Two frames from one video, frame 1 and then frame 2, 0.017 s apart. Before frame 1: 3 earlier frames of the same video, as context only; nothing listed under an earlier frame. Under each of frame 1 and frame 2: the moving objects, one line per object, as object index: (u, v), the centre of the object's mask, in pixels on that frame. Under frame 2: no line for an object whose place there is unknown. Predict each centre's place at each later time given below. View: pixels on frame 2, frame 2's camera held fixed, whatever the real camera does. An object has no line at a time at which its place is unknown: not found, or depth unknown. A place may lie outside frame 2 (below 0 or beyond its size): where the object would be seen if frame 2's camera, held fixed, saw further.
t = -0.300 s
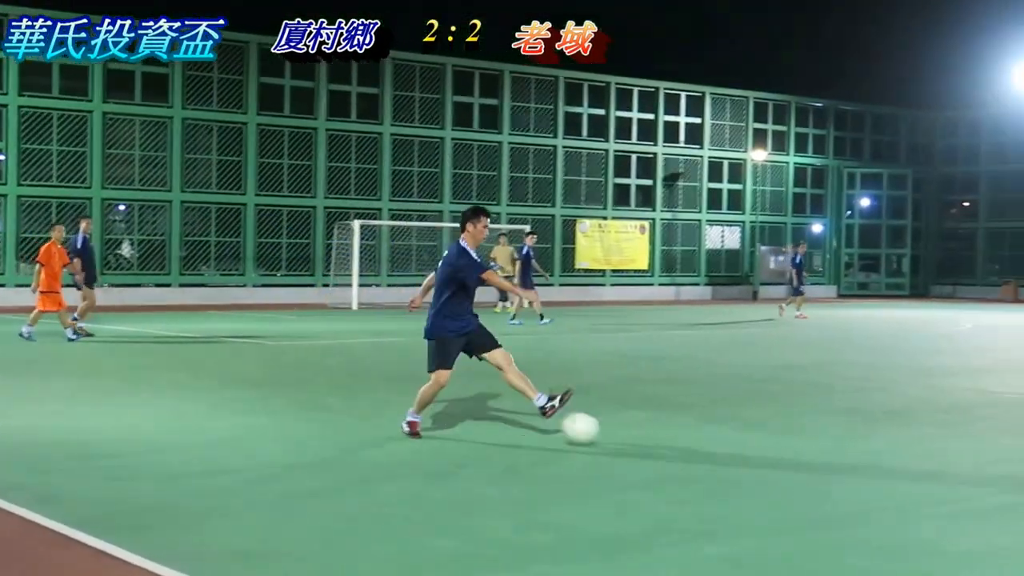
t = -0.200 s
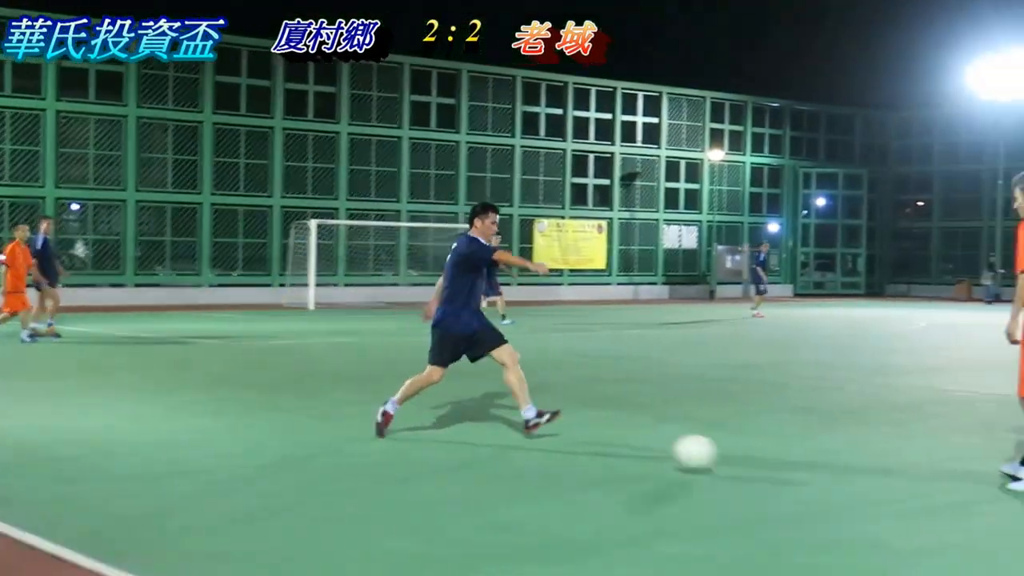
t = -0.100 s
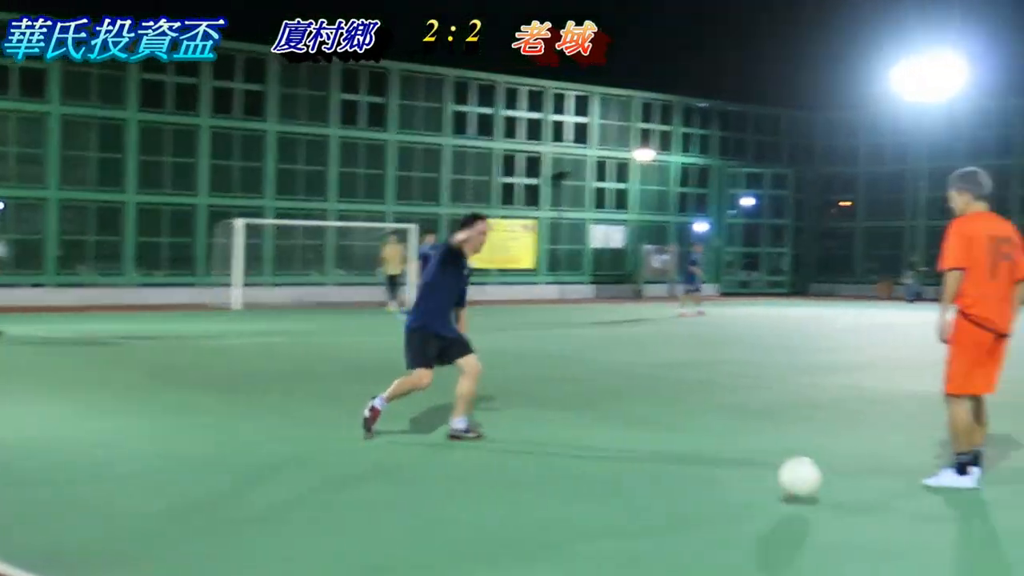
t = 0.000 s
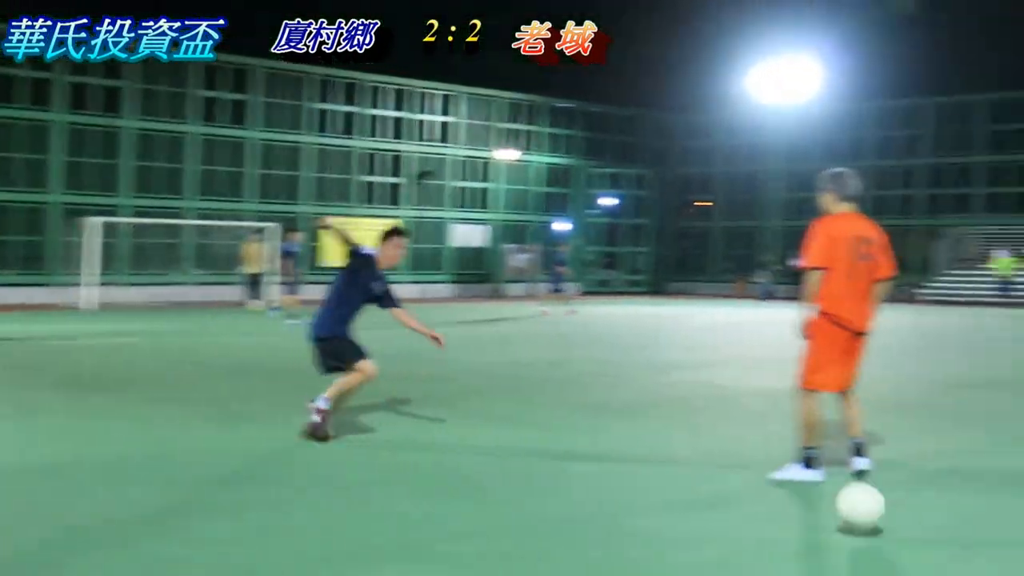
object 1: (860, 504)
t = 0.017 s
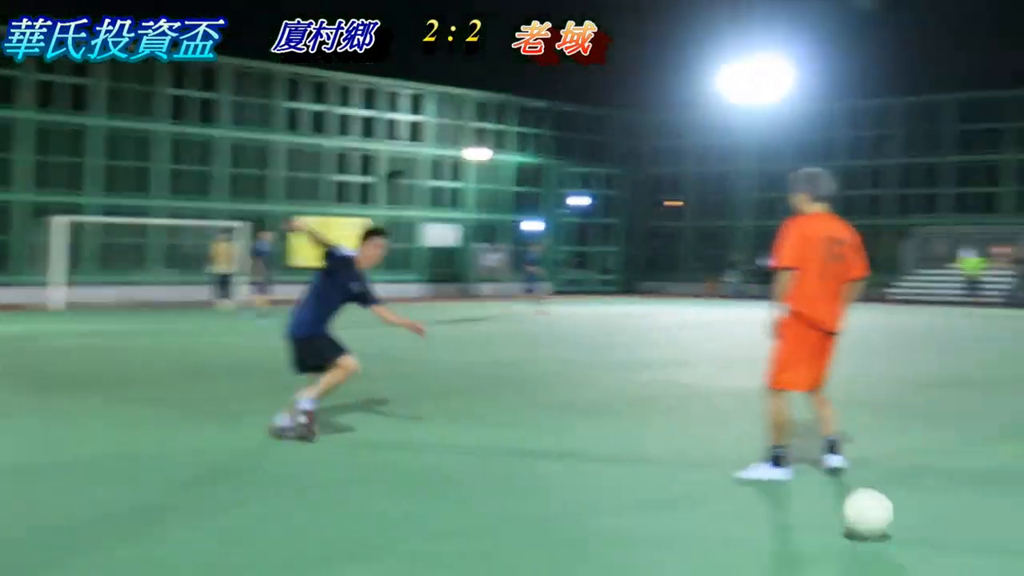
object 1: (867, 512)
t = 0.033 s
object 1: (907, 525)
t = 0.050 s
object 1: (943, 532)
